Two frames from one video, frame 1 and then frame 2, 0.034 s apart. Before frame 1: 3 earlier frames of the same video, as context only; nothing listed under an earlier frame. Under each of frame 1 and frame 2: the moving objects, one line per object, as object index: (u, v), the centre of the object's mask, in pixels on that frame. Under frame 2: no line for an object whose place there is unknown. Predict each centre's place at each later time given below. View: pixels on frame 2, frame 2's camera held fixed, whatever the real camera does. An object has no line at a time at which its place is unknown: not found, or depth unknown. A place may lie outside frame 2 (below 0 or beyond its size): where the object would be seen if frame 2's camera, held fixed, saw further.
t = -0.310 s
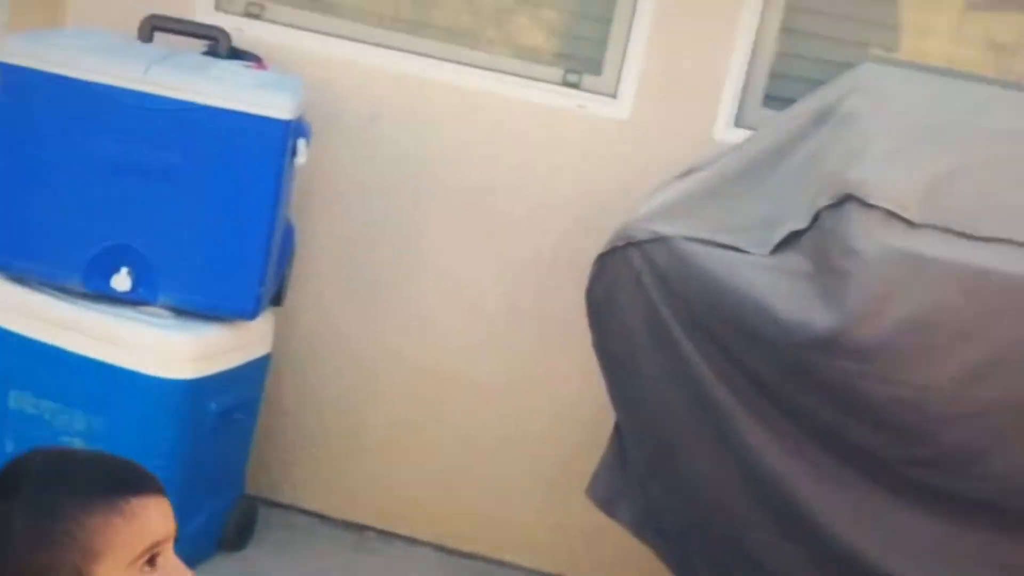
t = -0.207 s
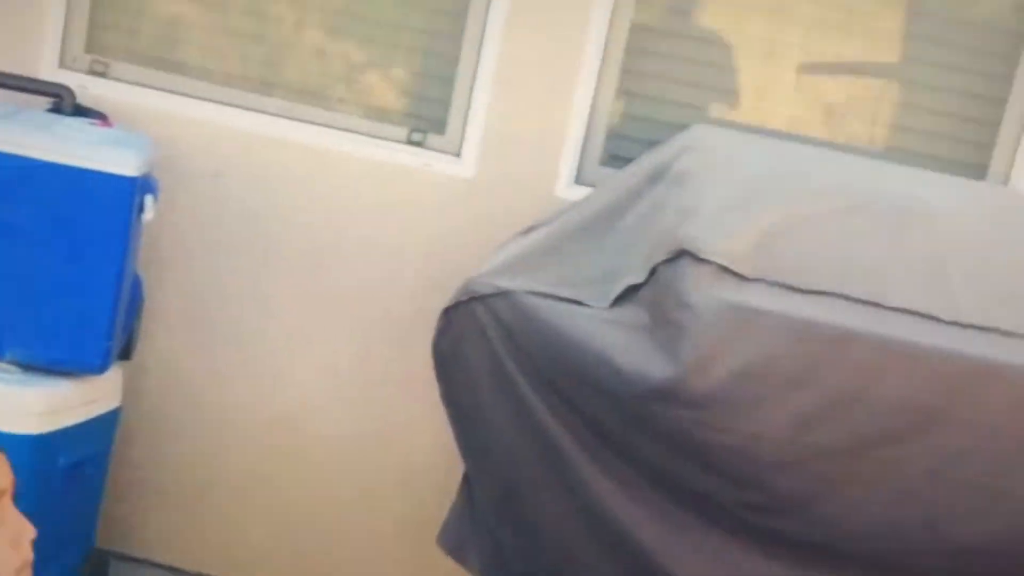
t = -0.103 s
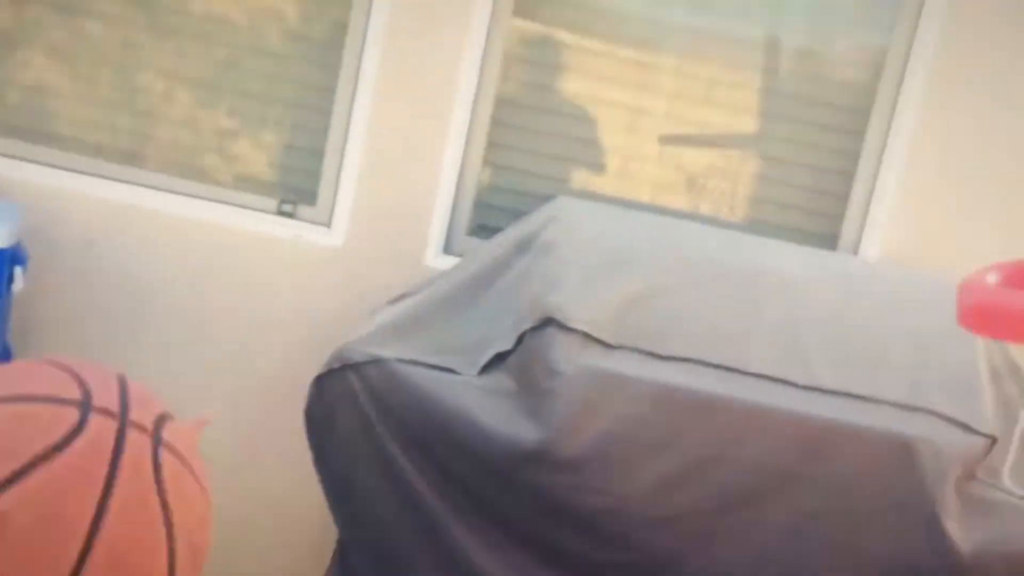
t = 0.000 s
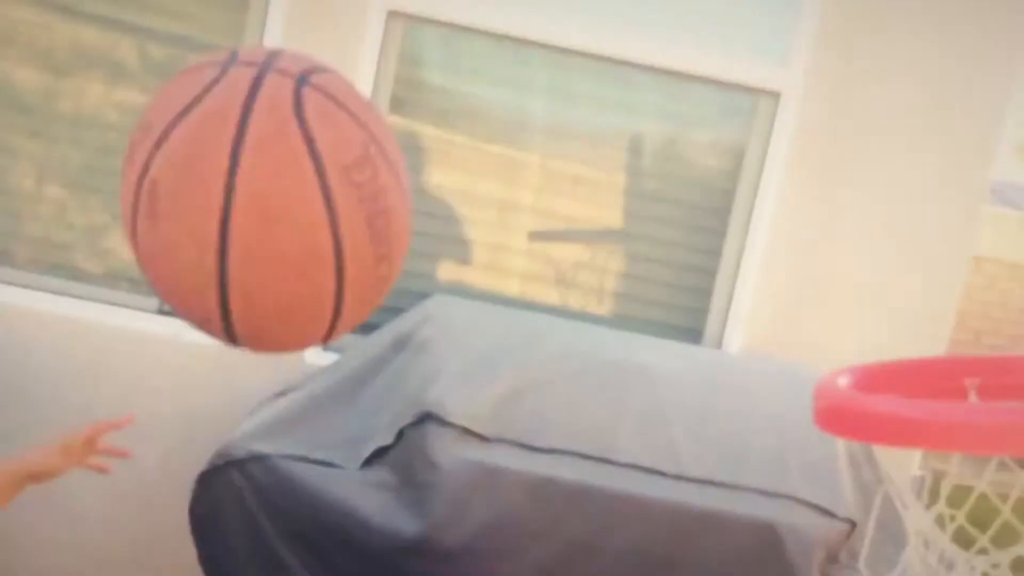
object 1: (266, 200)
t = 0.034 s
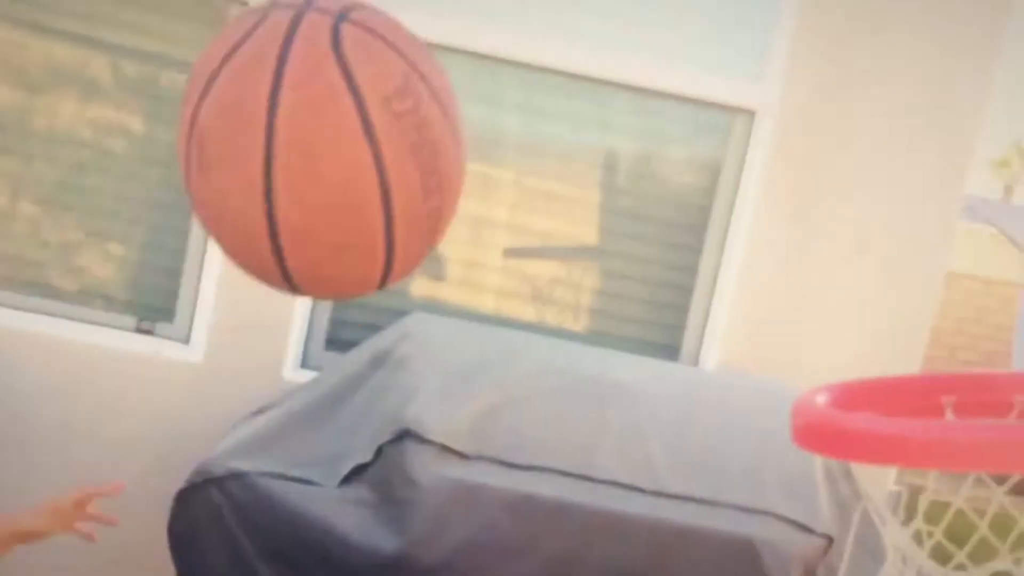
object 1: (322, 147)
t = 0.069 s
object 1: (394, 102)
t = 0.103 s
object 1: (463, 69)
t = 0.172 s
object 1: (599, 18)
